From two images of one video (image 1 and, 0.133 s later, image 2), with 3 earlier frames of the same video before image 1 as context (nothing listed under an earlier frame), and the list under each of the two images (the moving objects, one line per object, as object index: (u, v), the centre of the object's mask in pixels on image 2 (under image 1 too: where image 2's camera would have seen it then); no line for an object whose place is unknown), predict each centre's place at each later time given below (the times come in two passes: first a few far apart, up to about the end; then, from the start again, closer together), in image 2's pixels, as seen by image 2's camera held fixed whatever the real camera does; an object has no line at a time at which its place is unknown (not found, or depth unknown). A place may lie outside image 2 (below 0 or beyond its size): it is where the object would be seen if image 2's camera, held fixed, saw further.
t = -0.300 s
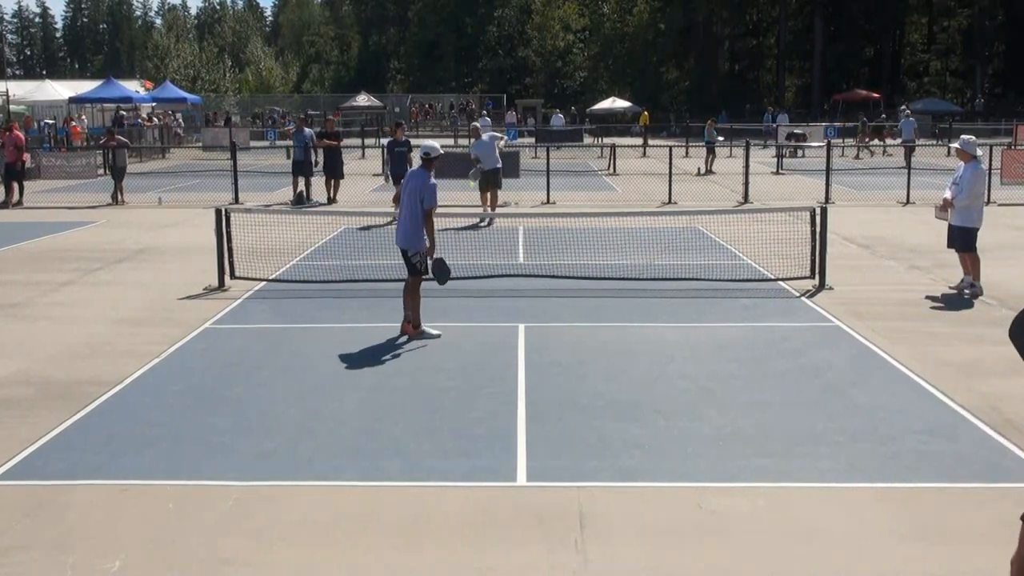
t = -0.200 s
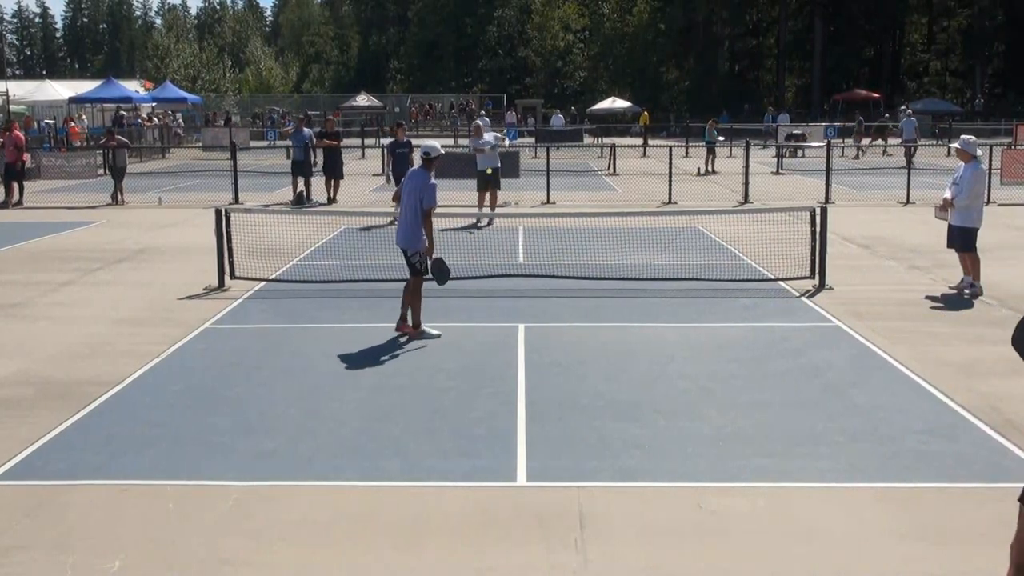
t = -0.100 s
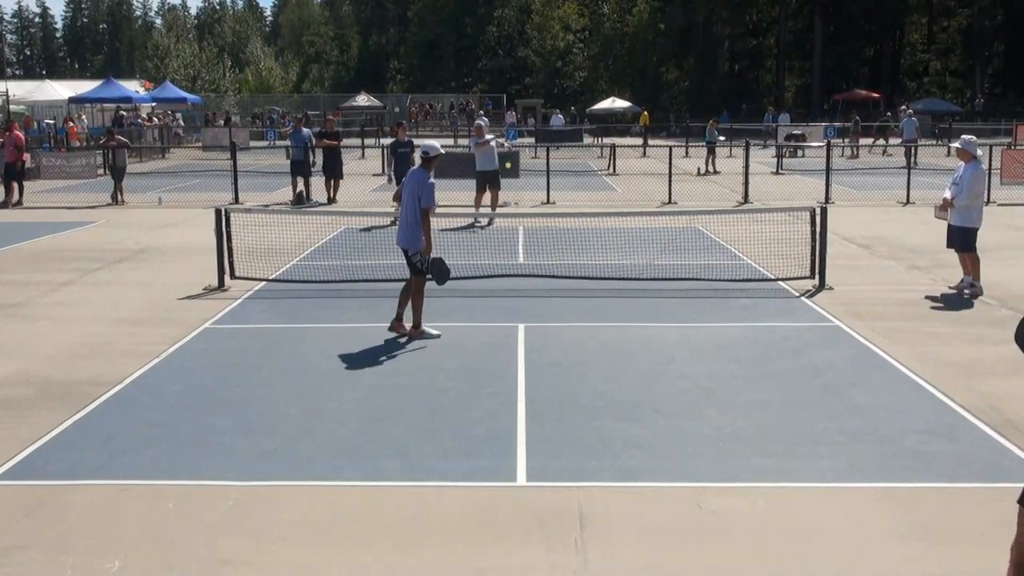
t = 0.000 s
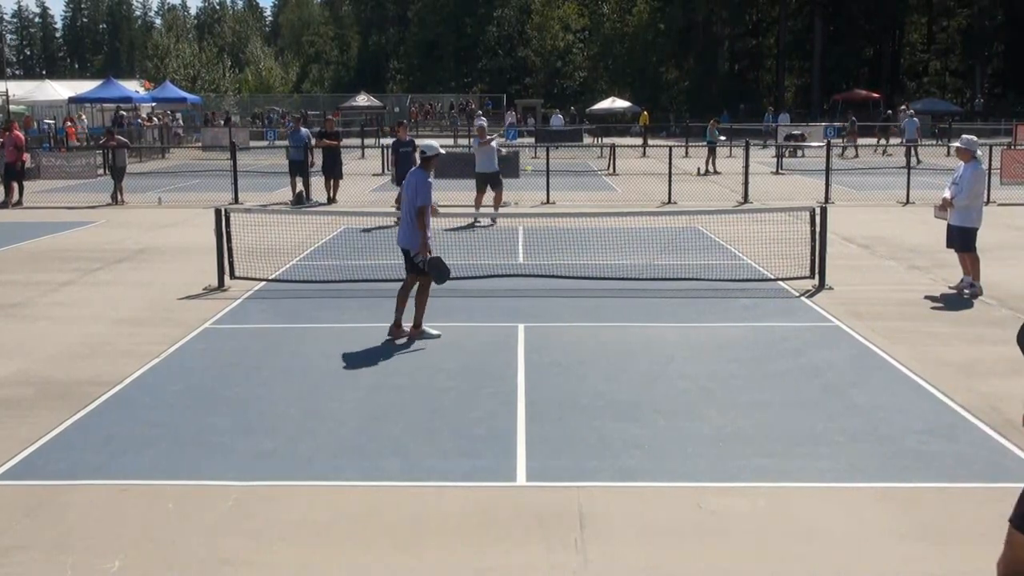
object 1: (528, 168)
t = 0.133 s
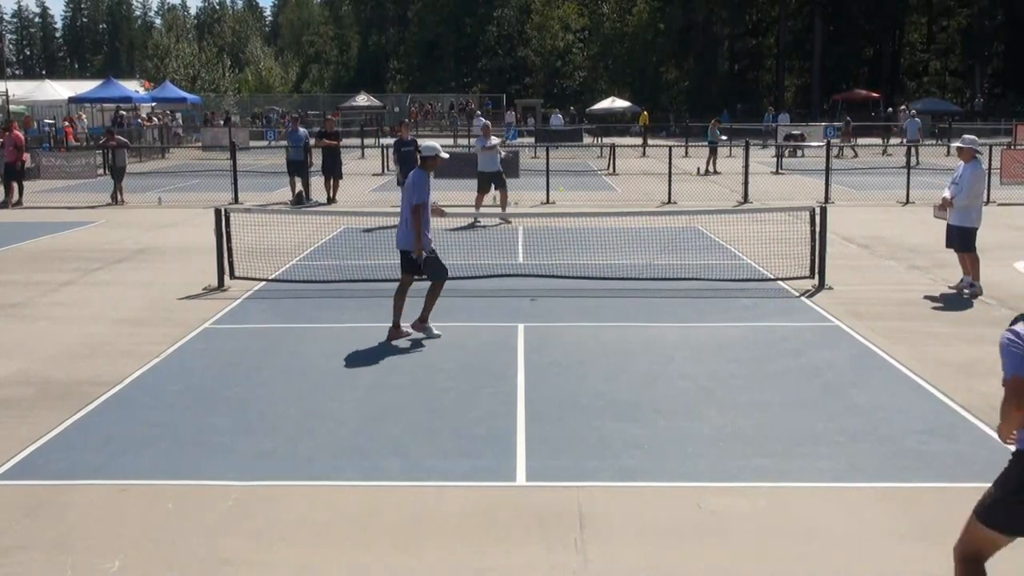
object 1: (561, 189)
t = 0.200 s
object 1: (579, 211)
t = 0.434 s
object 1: (661, 348)
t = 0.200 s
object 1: (579, 211)
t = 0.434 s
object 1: (661, 348)
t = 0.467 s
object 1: (672, 348)
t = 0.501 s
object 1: (683, 344)
